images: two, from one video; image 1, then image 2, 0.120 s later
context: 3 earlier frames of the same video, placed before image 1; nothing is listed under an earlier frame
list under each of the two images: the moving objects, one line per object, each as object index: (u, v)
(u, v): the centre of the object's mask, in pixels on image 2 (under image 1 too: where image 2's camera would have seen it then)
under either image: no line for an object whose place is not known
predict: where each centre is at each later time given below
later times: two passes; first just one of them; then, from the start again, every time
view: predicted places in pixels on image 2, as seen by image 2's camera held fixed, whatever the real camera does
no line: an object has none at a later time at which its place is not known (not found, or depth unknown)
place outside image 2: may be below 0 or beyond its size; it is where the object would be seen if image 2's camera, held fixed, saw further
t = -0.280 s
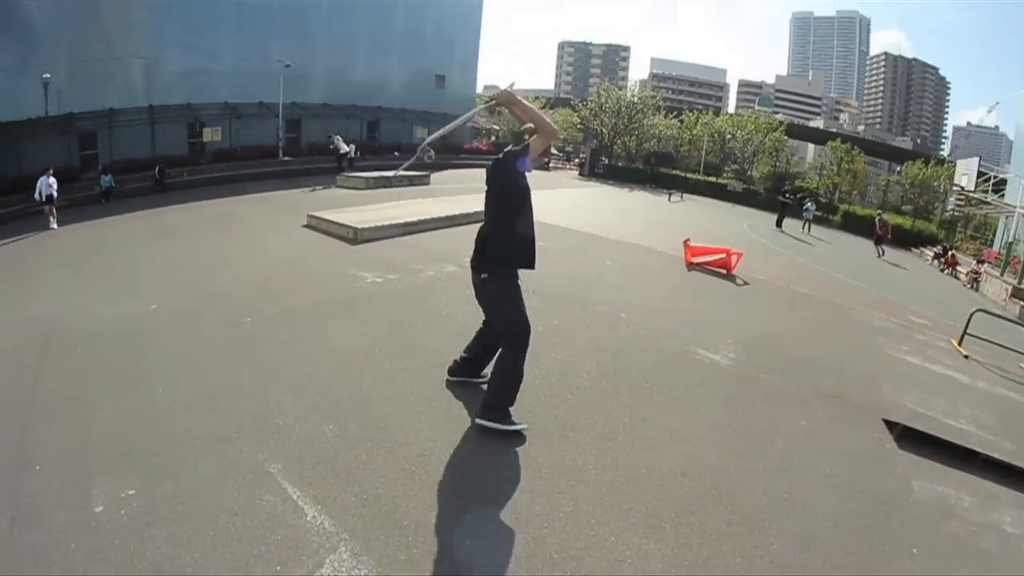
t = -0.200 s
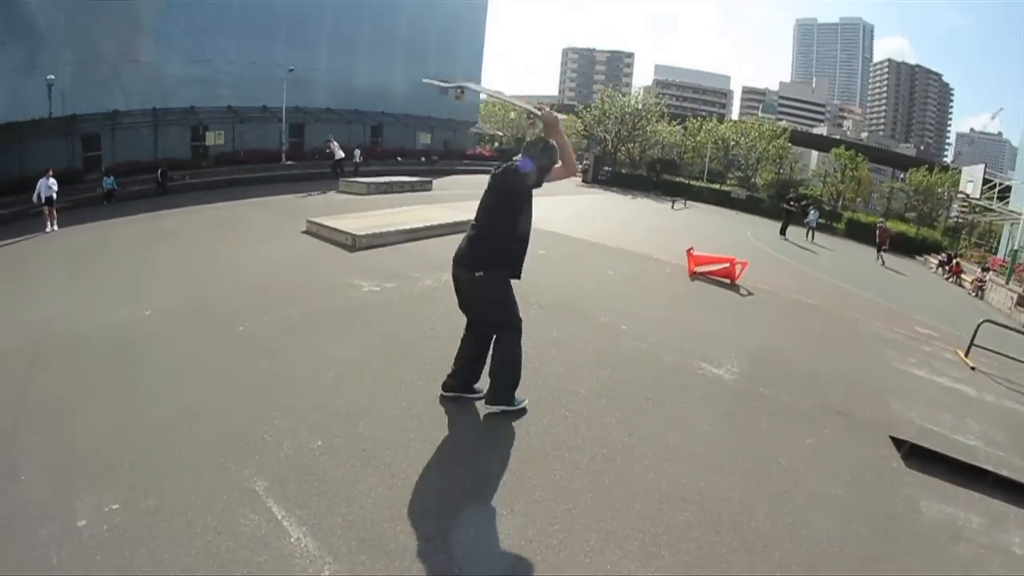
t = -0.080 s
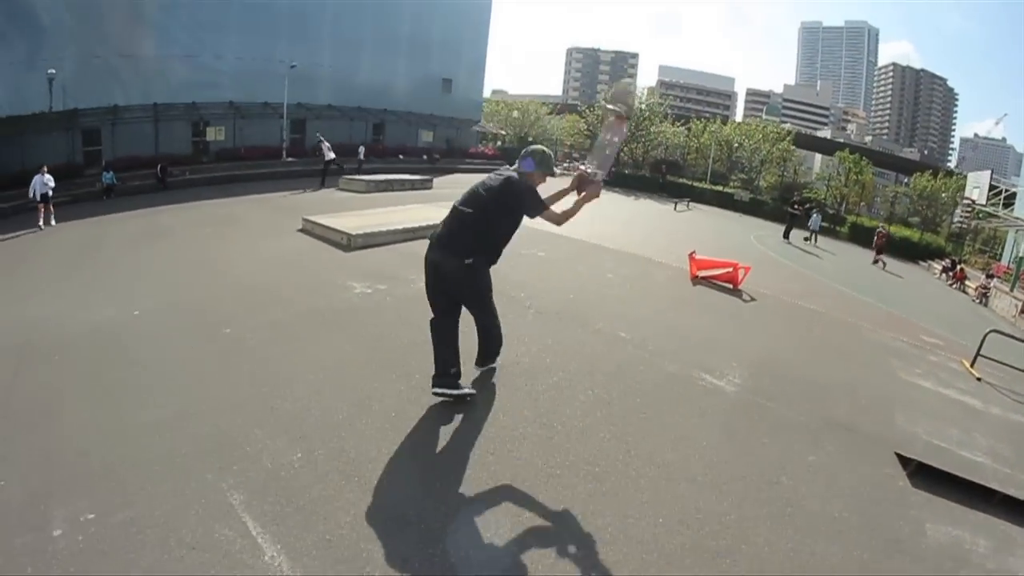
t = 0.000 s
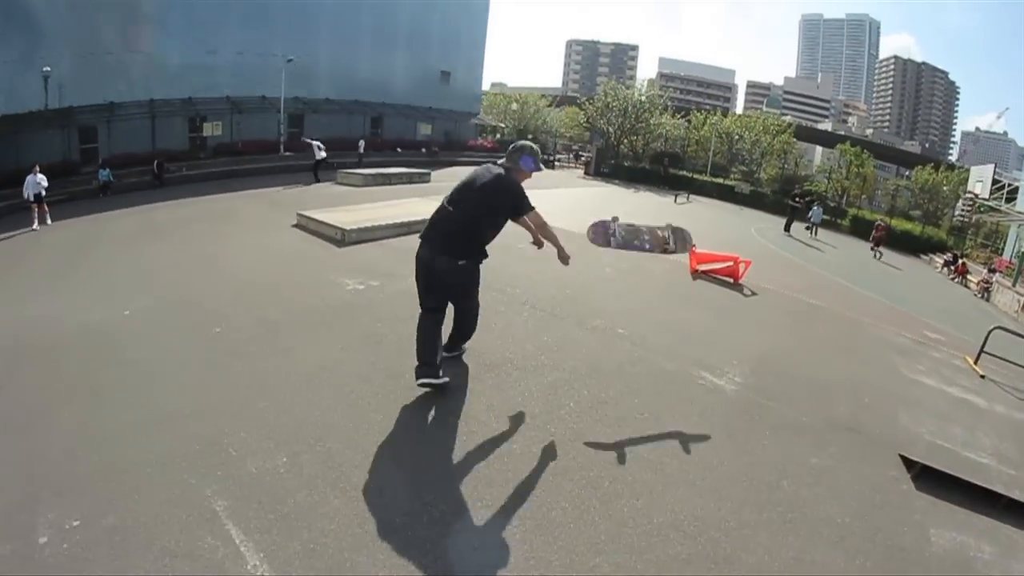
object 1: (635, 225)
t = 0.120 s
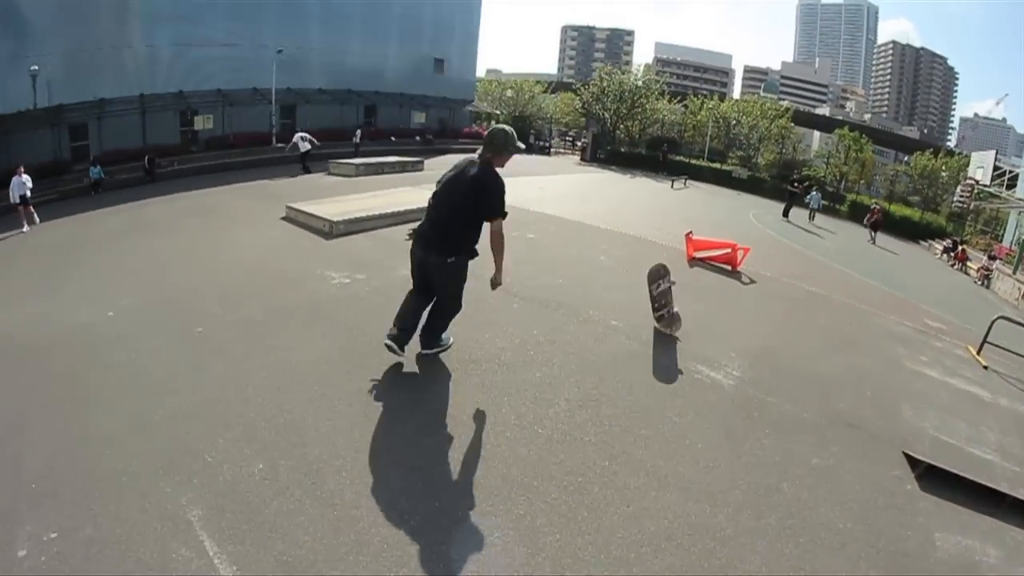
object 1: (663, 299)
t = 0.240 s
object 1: (677, 299)
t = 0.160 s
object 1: (667, 300)
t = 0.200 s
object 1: (673, 299)
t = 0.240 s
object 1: (677, 299)
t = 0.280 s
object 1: (680, 297)
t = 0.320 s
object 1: (684, 298)
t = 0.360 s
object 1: (687, 298)
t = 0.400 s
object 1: (692, 296)
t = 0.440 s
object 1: (696, 292)
